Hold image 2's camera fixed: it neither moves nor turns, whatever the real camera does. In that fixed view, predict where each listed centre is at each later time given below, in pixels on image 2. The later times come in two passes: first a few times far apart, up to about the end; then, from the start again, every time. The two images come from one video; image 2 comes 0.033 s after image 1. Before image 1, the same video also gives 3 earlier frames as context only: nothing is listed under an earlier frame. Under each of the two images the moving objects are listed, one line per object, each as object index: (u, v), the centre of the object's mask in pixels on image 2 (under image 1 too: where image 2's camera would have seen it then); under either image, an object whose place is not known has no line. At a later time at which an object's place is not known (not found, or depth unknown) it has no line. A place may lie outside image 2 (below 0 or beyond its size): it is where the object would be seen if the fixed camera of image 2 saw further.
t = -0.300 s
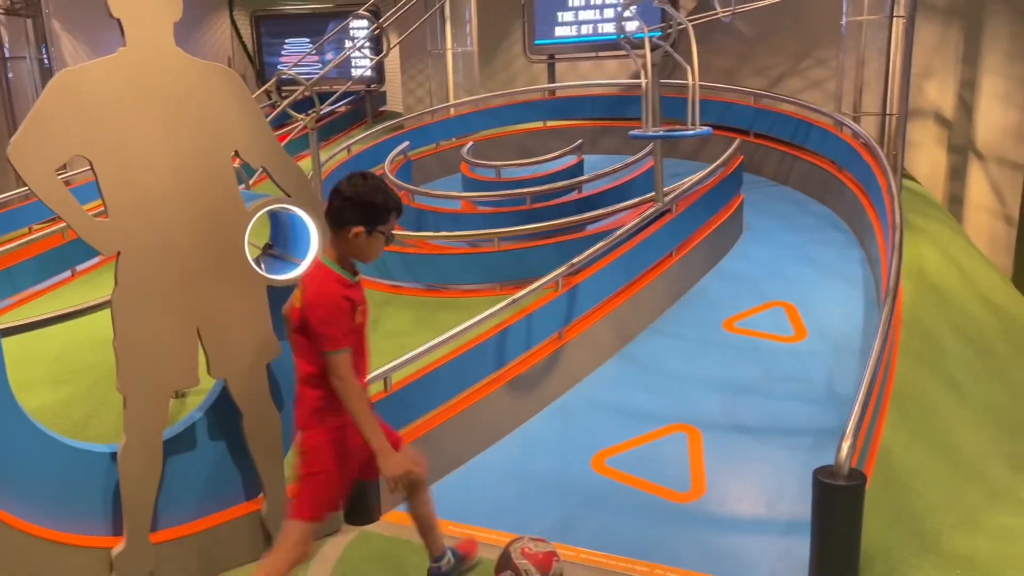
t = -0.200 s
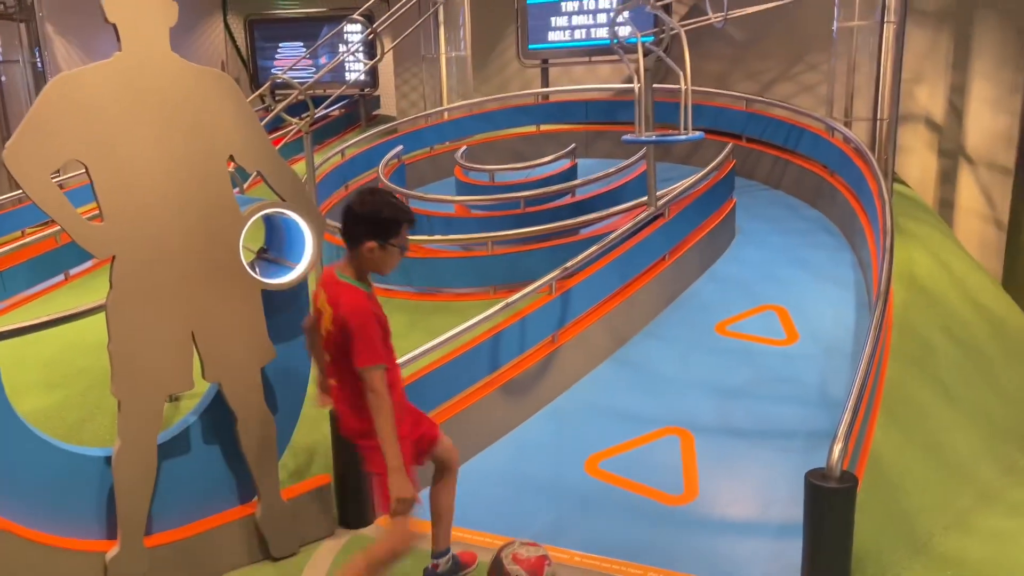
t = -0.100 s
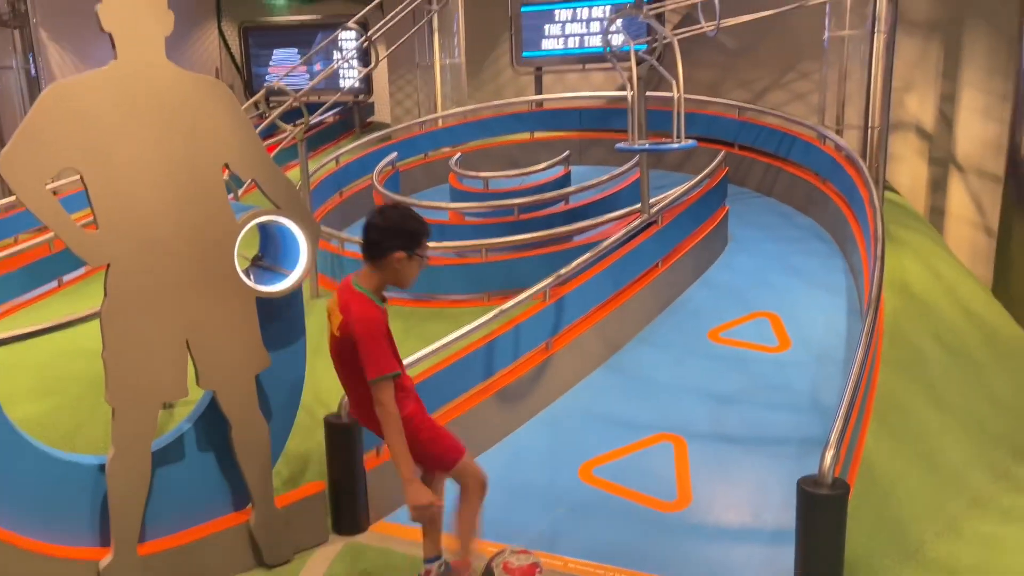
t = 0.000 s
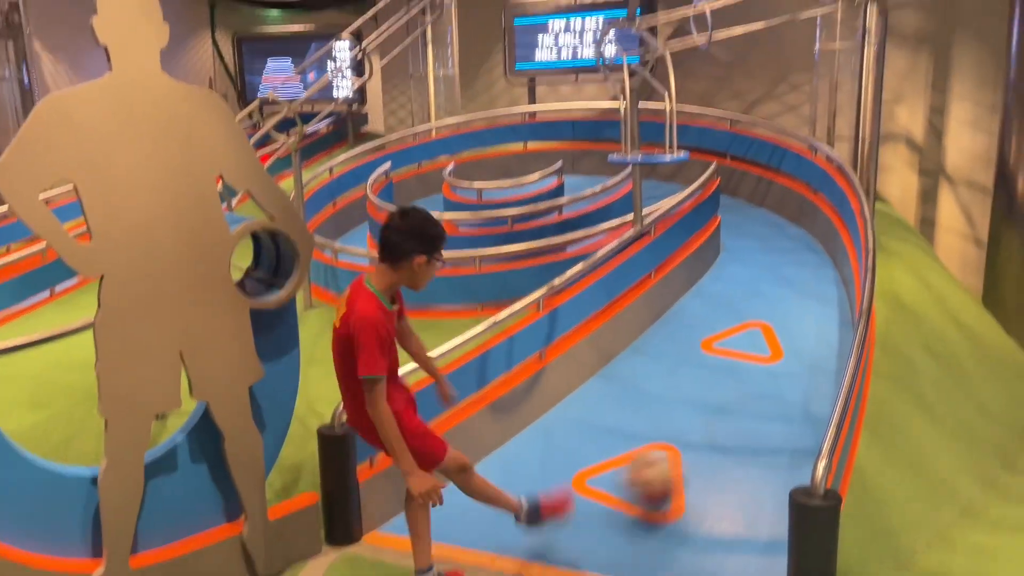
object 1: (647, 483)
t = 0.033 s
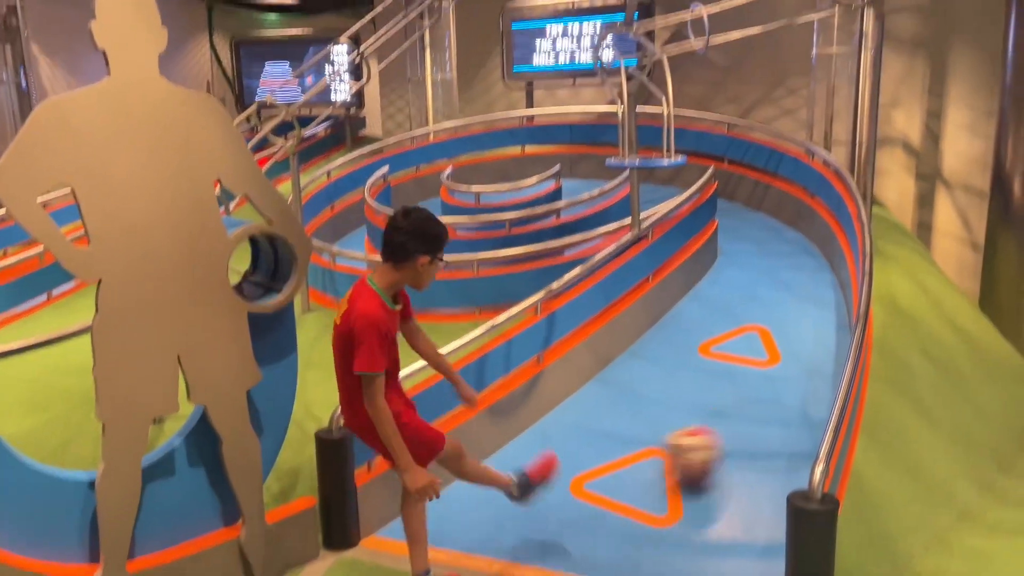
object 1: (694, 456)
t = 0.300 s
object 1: (799, 312)
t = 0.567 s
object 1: (741, 268)
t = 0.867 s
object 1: (750, 262)
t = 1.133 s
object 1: (764, 267)
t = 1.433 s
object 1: (782, 283)
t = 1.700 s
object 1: (797, 310)
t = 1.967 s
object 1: (814, 354)
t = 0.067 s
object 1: (728, 432)
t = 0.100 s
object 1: (758, 404)
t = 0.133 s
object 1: (786, 380)
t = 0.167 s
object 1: (811, 360)
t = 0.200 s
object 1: (825, 345)
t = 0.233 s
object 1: (816, 332)
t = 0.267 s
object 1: (807, 321)
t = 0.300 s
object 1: (799, 312)
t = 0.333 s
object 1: (790, 304)
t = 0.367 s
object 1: (782, 298)
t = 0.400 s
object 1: (774, 291)
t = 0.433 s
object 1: (767, 286)
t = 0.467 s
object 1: (761, 281)
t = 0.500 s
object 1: (754, 276)
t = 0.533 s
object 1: (747, 271)
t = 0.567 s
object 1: (741, 268)
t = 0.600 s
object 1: (735, 263)
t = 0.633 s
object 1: (729, 260)
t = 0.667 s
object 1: (726, 257)
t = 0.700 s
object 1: (731, 258)
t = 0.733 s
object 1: (736, 260)
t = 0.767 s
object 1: (740, 261)
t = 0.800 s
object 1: (744, 261)
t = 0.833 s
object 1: (747, 263)
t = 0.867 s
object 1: (750, 262)
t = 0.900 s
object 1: (751, 263)
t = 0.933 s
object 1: (753, 263)
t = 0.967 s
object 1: (755, 264)
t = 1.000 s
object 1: (757, 264)
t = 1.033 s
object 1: (759, 265)
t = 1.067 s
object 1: (761, 266)
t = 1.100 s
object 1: (762, 267)
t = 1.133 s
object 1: (764, 267)
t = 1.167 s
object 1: (766, 269)
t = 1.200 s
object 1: (768, 269)
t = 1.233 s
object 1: (770, 271)
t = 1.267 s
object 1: (772, 273)
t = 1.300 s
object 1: (775, 274)
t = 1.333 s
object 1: (777, 276)
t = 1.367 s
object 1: (778, 278)
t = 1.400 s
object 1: (780, 281)
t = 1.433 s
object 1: (782, 283)
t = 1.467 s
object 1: (784, 286)
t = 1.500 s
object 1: (785, 289)
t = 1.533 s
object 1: (787, 292)
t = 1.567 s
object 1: (789, 295)
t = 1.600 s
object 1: (791, 299)
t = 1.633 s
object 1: (793, 302)
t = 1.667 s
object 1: (795, 306)
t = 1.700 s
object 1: (797, 310)
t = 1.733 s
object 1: (799, 314)
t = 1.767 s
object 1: (801, 319)
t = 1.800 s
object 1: (803, 324)
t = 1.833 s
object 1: (805, 329)
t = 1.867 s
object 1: (807, 335)
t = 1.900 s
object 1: (810, 341)
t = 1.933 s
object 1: (812, 348)
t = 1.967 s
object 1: (814, 354)
